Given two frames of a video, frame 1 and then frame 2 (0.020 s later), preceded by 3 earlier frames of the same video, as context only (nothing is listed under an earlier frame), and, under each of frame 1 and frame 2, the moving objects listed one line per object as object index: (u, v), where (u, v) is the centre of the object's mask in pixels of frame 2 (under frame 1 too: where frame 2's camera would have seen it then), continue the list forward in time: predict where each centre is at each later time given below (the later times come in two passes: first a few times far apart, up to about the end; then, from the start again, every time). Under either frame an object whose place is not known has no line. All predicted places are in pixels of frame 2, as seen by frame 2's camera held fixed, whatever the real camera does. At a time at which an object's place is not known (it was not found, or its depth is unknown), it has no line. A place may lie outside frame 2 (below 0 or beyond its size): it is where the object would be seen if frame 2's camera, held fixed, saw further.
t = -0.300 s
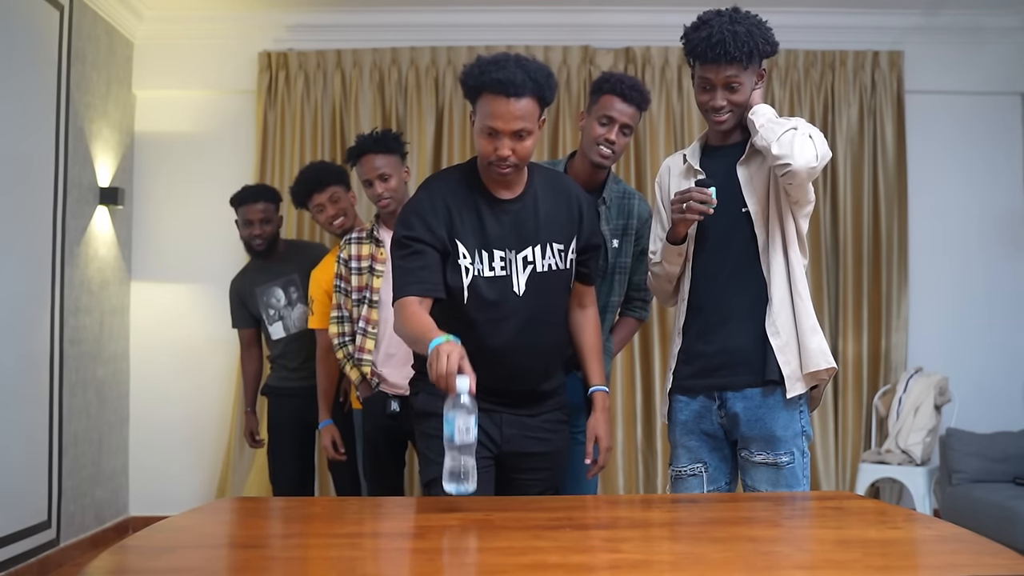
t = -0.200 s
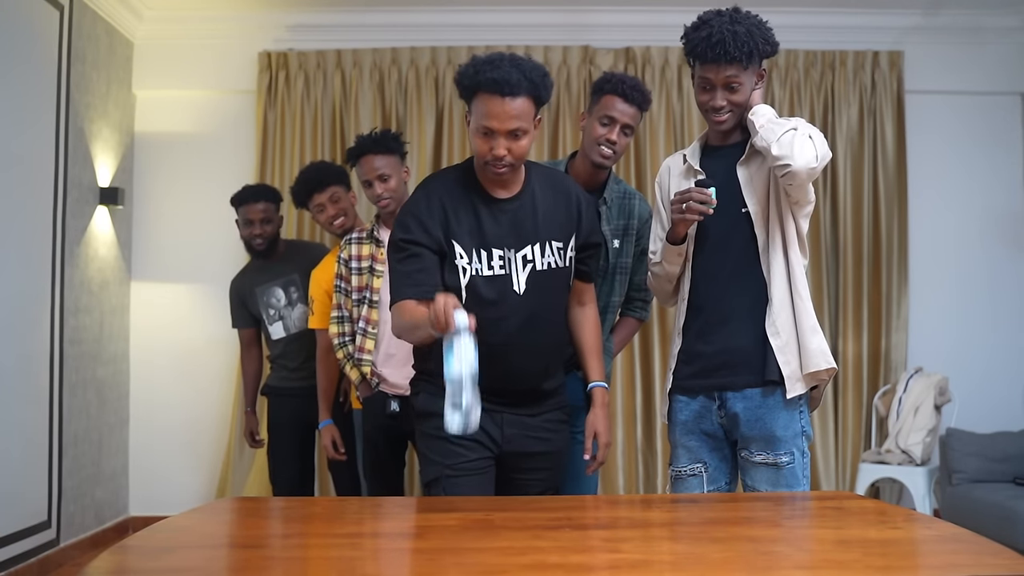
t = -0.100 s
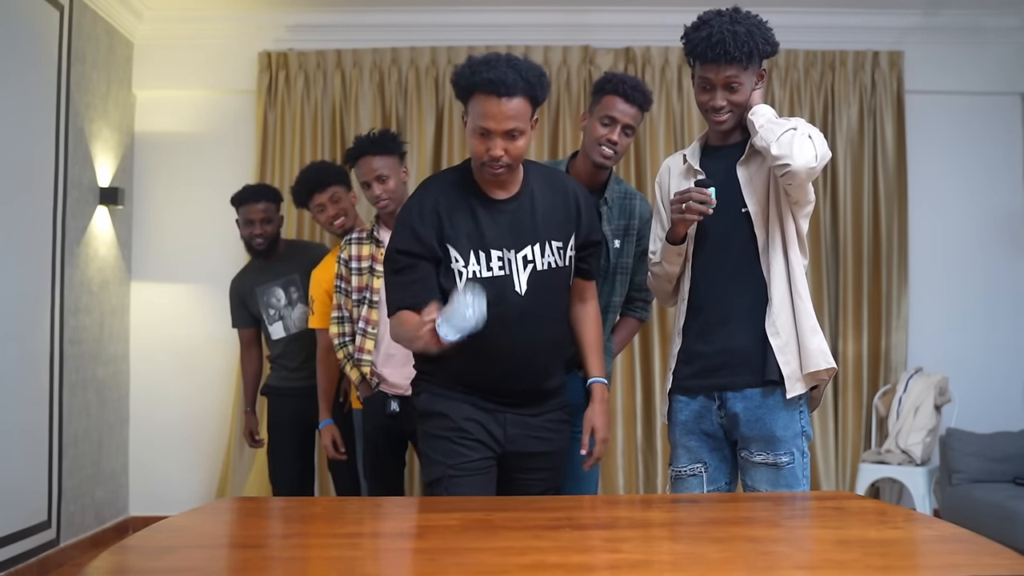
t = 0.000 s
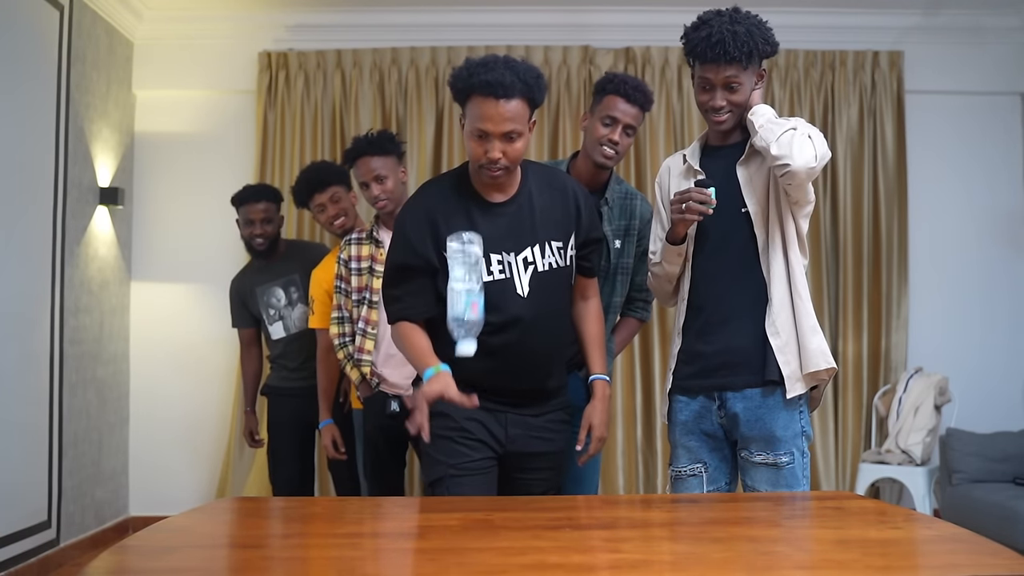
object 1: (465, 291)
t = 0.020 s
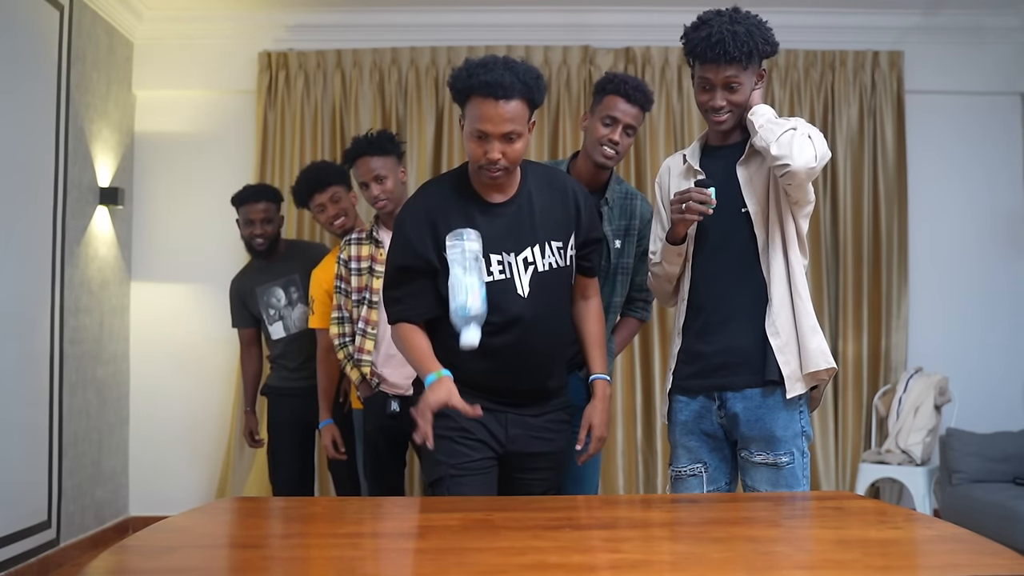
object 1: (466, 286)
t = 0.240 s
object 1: (467, 370)
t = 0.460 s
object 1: (478, 509)
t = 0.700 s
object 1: (486, 509)
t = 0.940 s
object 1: (486, 509)
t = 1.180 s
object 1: (479, 510)
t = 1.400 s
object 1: (482, 510)
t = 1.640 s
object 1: (486, 509)
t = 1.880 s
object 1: (481, 510)
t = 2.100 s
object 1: (483, 510)
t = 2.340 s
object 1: (486, 510)
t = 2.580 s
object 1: (481, 510)
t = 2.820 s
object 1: (484, 510)
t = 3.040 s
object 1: (485, 510)
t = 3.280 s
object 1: (482, 510)
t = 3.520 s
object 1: (484, 510)
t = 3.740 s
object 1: (484, 510)
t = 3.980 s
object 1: (481, 510)
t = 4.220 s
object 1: (485, 510)
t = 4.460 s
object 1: (483, 510)
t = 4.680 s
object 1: (482, 510)
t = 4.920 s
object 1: (484, 510)
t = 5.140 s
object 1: (483, 510)
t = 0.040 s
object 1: (467, 281)
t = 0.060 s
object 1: (468, 277)
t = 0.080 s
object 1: (468, 275)
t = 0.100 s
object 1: (467, 276)
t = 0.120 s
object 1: (466, 283)
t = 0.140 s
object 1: (465, 294)
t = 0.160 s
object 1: (465, 306)
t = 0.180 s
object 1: (465, 319)
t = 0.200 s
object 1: (466, 334)
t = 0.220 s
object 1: (467, 348)
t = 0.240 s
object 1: (467, 370)
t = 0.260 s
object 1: (468, 394)
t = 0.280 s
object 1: (468, 420)
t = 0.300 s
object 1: (469, 448)
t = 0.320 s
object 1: (470, 469)
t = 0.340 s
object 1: (472, 474)
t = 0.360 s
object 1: (474, 482)
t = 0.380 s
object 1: (477, 495)
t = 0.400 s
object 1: (476, 509)
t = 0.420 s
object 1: (476, 509)
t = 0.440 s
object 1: (477, 509)
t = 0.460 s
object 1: (478, 509)
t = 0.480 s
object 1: (479, 510)
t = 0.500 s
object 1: (479, 510)
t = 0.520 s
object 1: (480, 510)
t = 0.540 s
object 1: (480, 510)
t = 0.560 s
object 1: (481, 510)
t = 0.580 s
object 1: (481, 510)
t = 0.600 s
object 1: (482, 510)
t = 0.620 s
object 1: (483, 510)
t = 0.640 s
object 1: (483, 510)
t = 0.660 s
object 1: (484, 509)
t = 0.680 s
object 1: (485, 509)
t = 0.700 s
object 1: (486, 509)
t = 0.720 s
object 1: (487, 509)
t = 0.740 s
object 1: (487, 509)
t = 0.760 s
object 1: (487, 509)
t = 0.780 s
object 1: (487, 509)
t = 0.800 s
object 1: (487, 509)
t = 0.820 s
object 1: (487, 509)
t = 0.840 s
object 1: (487, 509)
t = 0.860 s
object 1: (487, 509)
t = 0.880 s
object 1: (487, 509)
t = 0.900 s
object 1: (487, 509)
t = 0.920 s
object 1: (486, 509)
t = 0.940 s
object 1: (486, 509)
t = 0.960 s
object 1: (485, 509)
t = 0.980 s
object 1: (484, 509)
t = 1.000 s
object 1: (483, 510)
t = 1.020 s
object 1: (482, 510)
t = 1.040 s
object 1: (481, 510)
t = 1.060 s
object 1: (481, 510)
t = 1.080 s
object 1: (481, 510)
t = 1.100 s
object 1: (480, 510)
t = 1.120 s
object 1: (480, 510)
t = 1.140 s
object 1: (480, 510)
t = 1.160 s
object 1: (479, 510)
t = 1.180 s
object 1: (479, 510)
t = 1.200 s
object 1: (478, 510)
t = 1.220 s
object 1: (478, 510)
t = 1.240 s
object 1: (478, 510)
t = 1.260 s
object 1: (478, 510)
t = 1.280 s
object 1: (478, 510)
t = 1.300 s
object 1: (479, 510)
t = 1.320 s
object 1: (480, 510)
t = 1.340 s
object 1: (481, 510)
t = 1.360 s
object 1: (481, 510)
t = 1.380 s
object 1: (481, 510)
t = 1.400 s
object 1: (482, 510)
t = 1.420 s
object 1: (482, 510)
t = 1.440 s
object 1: (482, 510)
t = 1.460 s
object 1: (482, 510)
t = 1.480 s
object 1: (483, 510)
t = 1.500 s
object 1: (484, 510)
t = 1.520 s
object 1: (485, 509)
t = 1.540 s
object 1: (486, 509)
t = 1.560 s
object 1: (486, 509)
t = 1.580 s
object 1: (486, 509)
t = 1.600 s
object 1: (486, 509)
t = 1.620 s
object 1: (486, 510)
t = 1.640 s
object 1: (486, 509)
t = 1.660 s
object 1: (485, 510)
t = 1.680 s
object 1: (485, 510)
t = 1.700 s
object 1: (485, 510)
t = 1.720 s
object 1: (485, 510)
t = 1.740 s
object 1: (485, 510)
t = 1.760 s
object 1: (485, 510)
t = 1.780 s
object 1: (484, 510)
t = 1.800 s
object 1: (483, 510)
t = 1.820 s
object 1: (482, 510)
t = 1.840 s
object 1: (482, 510)
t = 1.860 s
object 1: (481, 510)
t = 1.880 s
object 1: (481, 510)
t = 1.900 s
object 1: (481, 510)
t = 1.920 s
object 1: (481, 510)
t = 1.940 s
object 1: (481, 510)
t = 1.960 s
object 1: (481, 510)
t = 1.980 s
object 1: (481, 510)
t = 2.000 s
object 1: (481, 510)
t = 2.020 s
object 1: (481, 510)
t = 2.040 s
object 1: (481, 510)
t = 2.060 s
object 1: (482, 510)
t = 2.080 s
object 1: (483, 510)
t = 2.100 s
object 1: (483, 510)
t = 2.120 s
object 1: (484, 510)
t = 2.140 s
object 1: (484, 510)
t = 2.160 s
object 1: (485, 510)
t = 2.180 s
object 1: (485, 510)
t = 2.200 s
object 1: (485, 510)
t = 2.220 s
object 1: (485, 510)
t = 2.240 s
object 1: (486, 510)
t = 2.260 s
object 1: (486, 510)
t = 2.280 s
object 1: (486, 510)
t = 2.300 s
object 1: (486, 510)
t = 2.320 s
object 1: (486, 510)
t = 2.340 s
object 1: (486, 510)
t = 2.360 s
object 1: (486, 510)
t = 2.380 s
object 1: (485, 510)
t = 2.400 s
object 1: (484, 510)
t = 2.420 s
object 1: (484, 510)
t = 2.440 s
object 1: (483, 510)
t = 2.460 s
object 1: (483, 510)
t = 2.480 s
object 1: (483, 510)
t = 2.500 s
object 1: (483, 510)
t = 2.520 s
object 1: (482, 510)
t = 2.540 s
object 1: (482, 510)
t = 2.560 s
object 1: (481, 510)
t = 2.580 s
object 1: (481, 510)
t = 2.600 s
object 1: (481, 510)
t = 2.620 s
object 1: (481, 510)
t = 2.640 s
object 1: (481, 510)
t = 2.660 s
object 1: (481, 510)
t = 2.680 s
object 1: (482, 510)
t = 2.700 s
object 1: (482, 510)
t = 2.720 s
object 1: (482, 510)
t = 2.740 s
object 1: (483, 510)
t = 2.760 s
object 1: (483, 510)
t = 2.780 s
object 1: (483, 510)
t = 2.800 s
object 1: (484, 510)
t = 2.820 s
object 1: (484, 510)
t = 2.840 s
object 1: (484, 510)
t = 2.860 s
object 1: (484, 510)
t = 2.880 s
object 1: (485, 510)
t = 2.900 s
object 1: (485, 510)
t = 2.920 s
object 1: (486, 509)
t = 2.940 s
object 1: (485, 509)
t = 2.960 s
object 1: (485, 509)
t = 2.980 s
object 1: (485, 510)
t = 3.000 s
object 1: (485, 510)
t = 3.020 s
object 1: (484, 510)
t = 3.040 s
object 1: (485, 510)
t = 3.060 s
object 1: (485, 510)
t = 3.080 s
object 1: (484, 510)
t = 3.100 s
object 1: (484, 510)
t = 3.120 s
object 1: (484, 510)
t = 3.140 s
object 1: (484, 510)
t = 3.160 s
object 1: (483, 510)
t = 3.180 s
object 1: (482, 510)
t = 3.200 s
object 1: (482, 510)
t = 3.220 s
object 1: (481, 510)
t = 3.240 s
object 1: (482, 510)
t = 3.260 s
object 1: (482, 510)
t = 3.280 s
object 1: (482, 510)
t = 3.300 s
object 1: (482, 510)
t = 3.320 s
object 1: (482, 510)
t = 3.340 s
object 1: (482, 510)
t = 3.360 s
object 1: (482, 510)
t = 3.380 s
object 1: (482, 510)
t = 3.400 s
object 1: (482, 510)
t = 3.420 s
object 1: (483, 510)
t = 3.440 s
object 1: (483, 510)
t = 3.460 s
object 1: (484, 510)
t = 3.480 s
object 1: (484, 510)
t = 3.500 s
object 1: (484, 510)
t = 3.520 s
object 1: (484, 510)
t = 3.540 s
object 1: (484, 510)
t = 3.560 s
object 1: (485, 510)
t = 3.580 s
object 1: (485, 510)
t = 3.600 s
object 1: (485, 510)
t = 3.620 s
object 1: (485, 510)
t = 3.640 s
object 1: (485, 510)
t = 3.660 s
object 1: (485, 510)
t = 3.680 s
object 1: (485, 510)
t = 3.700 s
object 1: (485, 510)
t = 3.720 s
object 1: (485, 510)
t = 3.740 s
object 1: (484, 510)
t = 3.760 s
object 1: (484, 510)
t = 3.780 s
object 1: (483, 510)
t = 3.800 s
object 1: (483, 510)
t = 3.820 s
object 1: (483, 510)
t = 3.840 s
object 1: (482, 510)
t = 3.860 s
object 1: (482, 510)
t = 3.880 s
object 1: (482, 510)
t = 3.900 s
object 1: (482, 510)
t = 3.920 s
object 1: (482, 510)
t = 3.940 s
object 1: (482, 510)
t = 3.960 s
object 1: (482, 510)
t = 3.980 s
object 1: (481, 510)
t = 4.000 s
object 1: (481, 510)
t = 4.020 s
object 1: (482, 510)
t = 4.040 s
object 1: (482, 510)
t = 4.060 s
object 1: (482, 510)
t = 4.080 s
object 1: (483, 510)
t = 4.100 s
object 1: (483, 510)
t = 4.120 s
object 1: (483, 510)
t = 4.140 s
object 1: (484, 510)
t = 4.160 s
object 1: (484, 510)
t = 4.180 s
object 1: (484, 510)
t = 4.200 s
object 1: (484, 510)
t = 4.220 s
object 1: (485, 510)
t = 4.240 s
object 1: (484, 509)
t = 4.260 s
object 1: (485, 510)
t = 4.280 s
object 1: (485, 510)
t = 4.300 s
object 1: (484, 510)
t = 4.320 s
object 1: (484, 510)
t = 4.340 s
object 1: (485, 510)
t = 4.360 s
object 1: (484, 510)
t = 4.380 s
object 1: (484, 510)
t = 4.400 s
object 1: (484, 510)
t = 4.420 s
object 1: (484, 510)
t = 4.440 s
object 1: (484, 510)
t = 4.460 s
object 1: (483, 510)
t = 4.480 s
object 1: (483, 510)
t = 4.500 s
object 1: (483, 510)
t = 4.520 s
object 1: (482, 510)
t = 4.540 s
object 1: (482, 510)
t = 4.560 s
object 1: (482, 510)
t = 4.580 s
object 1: (482, 510)
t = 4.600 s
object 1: (482, 510)
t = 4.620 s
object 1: (482, 510)
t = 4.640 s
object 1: (482, 510)
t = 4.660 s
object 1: (482, 510)
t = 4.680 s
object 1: (482, 510)
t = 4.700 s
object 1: (482, 510)
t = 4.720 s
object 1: (482, 510)
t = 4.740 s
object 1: (482, 510)
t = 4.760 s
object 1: (482, 510)
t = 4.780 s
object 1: (483, 510)
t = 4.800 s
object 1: (483, 510)
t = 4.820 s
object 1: (483, 510)
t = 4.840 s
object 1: (483, 510)
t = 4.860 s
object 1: (483, 510)
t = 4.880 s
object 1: (483, 510)
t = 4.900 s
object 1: (483, 510)
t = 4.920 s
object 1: (484, 510)
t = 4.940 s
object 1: (484, 510)
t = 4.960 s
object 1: (484, 510)
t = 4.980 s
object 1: (484, 510)
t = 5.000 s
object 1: (484, 510)
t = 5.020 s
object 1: (484, 510)
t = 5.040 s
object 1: (483, 510)
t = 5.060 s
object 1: (483, 510)
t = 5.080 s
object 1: (482, 510)
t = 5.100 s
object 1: (483, 510)
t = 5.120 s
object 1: (483, 510)
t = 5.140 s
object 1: (483, 510)
